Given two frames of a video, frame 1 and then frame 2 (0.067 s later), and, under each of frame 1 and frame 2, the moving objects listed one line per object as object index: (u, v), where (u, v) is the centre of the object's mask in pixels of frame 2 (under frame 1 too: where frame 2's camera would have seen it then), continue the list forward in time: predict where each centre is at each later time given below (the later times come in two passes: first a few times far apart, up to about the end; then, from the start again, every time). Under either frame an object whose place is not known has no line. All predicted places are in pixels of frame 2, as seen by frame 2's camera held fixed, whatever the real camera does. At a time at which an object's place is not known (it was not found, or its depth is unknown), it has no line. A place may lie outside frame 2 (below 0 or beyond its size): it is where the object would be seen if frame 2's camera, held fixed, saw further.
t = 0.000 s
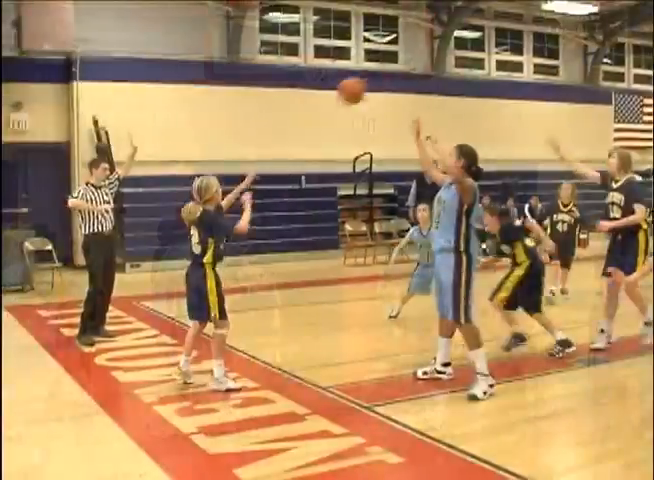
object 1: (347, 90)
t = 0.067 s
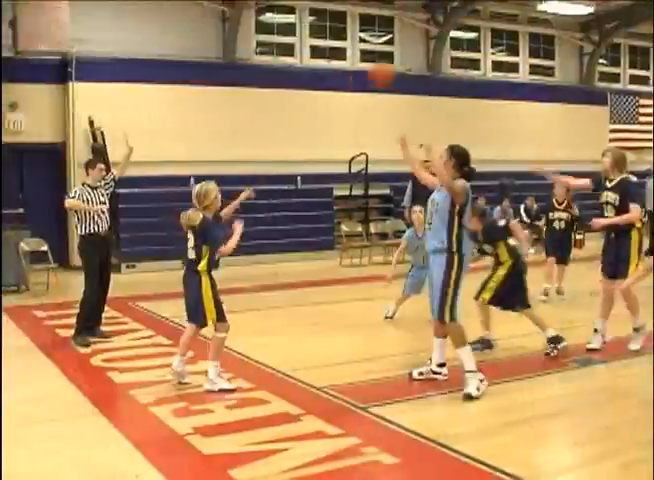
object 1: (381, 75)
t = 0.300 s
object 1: (477, 58)
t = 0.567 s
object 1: (559, 94)
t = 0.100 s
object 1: (399, 68)
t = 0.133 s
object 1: (412, 64)
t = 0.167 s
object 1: (425, 59)
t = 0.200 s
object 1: (439, 57)
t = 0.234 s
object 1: (453, 57)
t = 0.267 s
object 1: (464, 57)
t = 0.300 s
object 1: (477, 58)
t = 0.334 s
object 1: (486, 61)
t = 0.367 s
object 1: (500, 61)
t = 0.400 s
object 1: (510, 67)
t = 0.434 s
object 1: (520, 70)
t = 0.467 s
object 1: (531, 76)
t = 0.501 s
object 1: (540, 83)
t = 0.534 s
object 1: (550, 89)
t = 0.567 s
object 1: (559, 94)
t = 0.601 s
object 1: (567, 103)
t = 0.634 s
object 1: (575, 113)
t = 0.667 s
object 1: (585, 121)
